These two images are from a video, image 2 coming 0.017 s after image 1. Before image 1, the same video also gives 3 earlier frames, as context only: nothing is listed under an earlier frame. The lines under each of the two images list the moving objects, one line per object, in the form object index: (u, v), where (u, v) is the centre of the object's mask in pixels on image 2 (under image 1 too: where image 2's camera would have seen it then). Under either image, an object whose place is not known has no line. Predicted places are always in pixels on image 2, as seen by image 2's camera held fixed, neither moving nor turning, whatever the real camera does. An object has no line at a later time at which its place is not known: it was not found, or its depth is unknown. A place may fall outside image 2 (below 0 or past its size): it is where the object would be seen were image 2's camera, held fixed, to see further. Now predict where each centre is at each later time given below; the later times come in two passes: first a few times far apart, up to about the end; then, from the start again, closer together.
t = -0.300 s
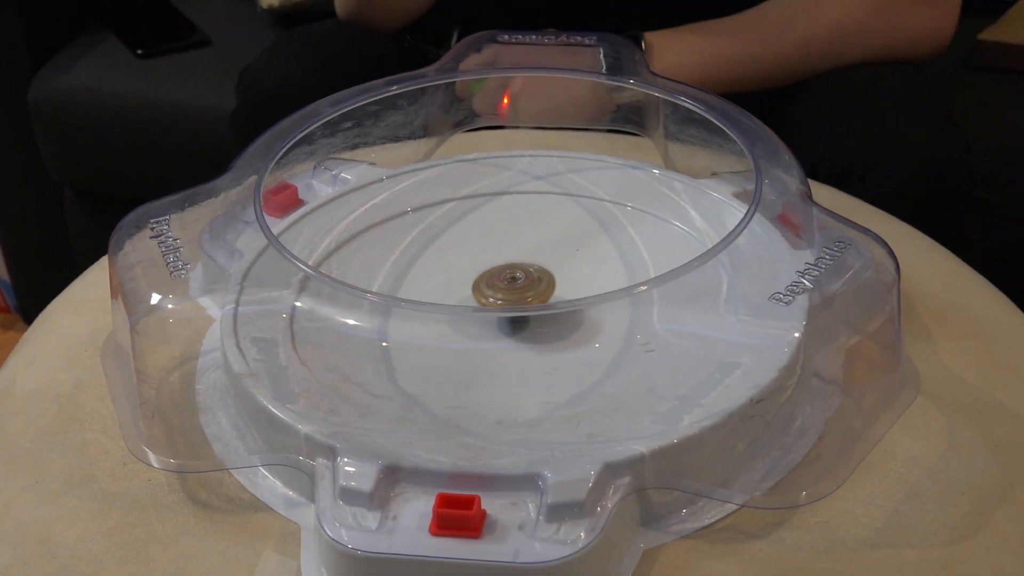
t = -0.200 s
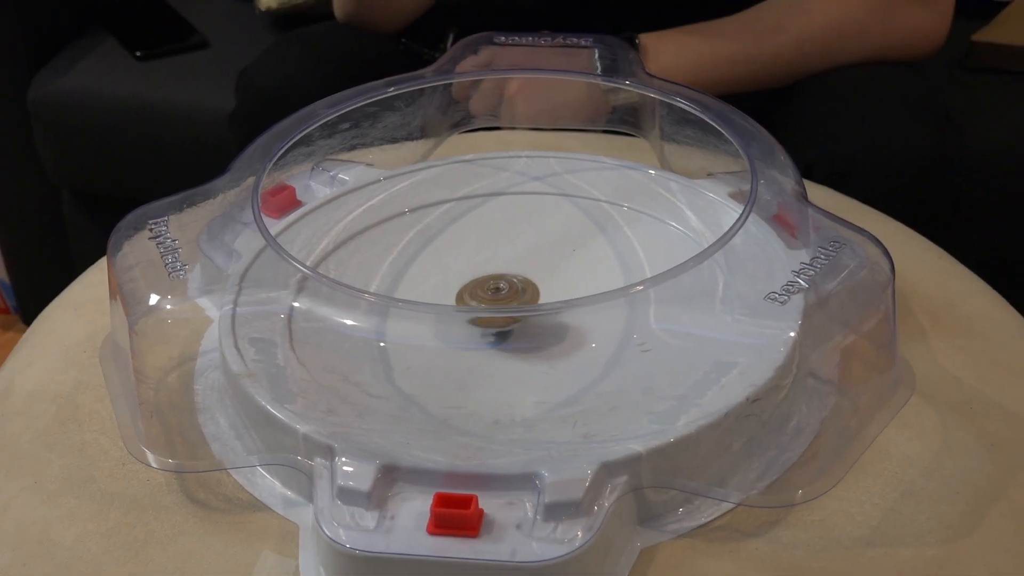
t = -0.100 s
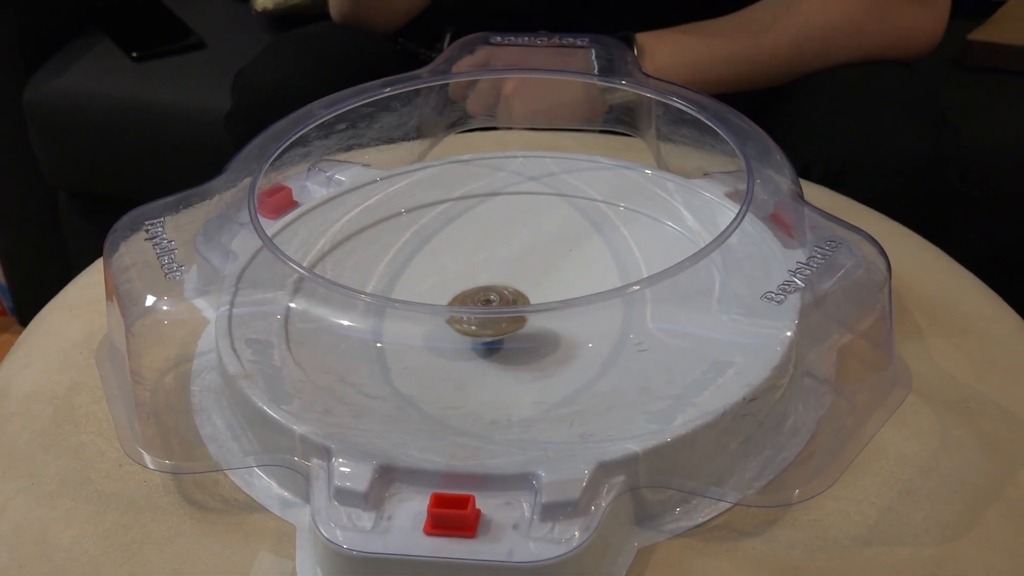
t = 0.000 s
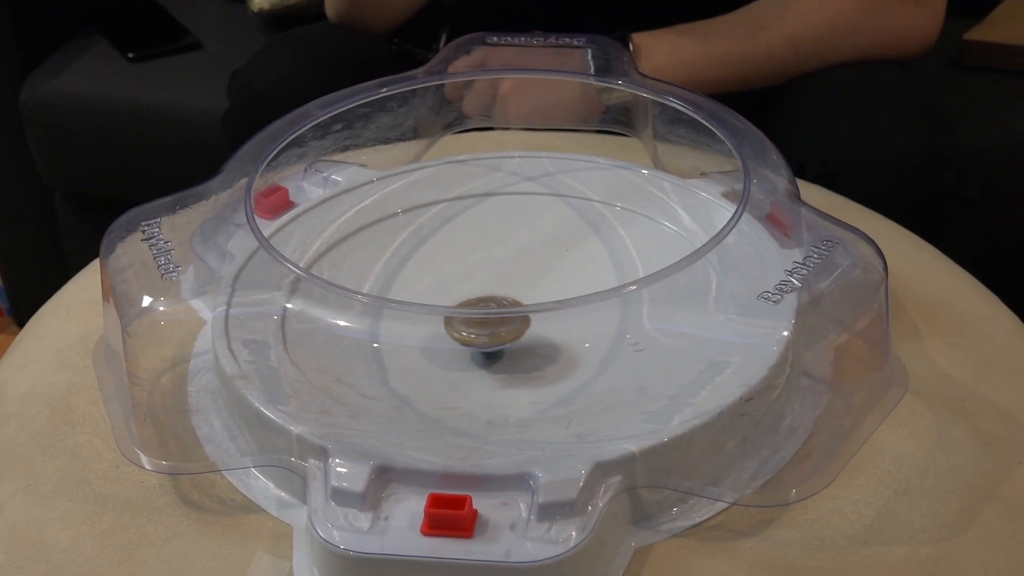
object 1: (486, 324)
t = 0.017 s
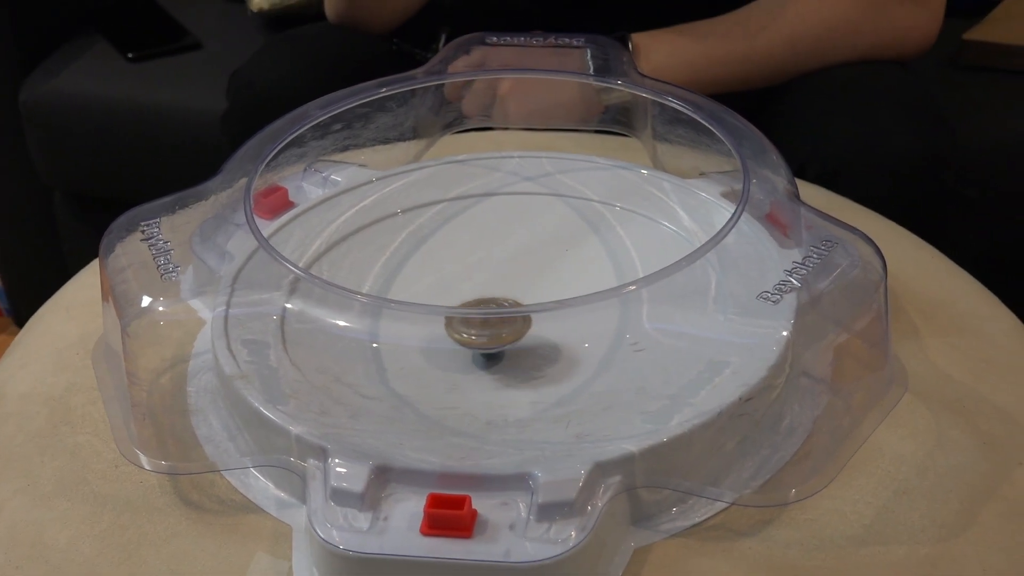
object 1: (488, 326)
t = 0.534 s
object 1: (530, 315)
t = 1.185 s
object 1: (451, 303)
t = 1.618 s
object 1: (493, 305)
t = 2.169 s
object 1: (509, 276)
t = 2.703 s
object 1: (509, 296)
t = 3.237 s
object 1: (533, 304)
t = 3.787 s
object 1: (500, 307)
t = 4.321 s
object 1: (478, 307)
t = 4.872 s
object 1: (493, 290)
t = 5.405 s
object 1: (503, 284)
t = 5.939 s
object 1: (517, 298)
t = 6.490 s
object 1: (520, 305)
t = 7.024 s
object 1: (492, 307)
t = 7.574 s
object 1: (482, 300)
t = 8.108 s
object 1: (499, 288)
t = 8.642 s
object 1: (517, 288)
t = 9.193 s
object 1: (514, 306)
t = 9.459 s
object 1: (505, 306)
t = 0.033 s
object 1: (489, 332)
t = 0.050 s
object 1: (490, 333)
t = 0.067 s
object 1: (492, 333)
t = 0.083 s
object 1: (494, 334)
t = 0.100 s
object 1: (496, 334)
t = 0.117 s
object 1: (499, 334)
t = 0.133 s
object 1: (501, 334)
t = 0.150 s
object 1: (503, 335)
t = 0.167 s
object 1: (506, 335)
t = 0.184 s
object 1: (508, 335)
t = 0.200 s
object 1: (510, 335)
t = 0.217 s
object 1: (513, 335)
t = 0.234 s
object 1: (516, 334)
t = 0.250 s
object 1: (518, 334)
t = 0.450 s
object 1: (533, 321)
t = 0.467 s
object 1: (533, 320)
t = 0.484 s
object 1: (532, 318)
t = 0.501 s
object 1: (531, 316)
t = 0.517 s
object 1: (531, 315)
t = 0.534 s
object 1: (530, 315)
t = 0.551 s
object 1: (528, 315)
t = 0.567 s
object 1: (525, 305)
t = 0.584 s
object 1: (525, 305)
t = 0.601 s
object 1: (523, 305)
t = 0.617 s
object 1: (521, 304)
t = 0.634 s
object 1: (519, 302)
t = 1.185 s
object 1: (451, 303)
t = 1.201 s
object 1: (452, 303)
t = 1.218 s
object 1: (452, 304)
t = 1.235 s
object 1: (452, 305)
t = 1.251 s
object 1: (453, 305)
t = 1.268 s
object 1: (453, 306)
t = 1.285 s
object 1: (455, 307)
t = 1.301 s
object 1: (455, 307)
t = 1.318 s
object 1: (456, 307)
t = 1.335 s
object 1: (458, 307)
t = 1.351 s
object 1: (459, 307)
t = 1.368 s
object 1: (461, 307)
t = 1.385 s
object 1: (465, 307)
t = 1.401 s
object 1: (465, 307)
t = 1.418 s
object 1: (467, 307)
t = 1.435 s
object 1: (469, 307)
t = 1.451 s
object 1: (472, 307)
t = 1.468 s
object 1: (474, 307)
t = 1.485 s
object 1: (477, 307)
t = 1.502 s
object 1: (479, 307)
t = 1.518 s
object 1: (481, 307)
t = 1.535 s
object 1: (483, 307)
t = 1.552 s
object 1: (485, 307)
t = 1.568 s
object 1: (487, 307)
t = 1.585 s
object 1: (489, 307)
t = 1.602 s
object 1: (491, 306)
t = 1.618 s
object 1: (493, 305)
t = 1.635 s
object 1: (495, 304)
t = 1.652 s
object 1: (497, 303)
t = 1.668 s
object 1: (498, 302)
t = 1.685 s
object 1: (500, 301)
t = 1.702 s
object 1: (501, 300)
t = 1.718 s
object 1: (503, 298)
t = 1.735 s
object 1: (504, 297)
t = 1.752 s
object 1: (505, 295)
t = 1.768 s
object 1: (506, 289)
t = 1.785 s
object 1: (507, 289)
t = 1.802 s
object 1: (508, 288)
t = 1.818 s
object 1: (509, 288)
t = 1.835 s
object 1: (510, 287)
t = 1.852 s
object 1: (511, 286)
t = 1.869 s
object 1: (511, 286)
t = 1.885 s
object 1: (512, 285)
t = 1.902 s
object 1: (512, 284)
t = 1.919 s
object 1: (512, 284)
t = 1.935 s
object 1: (513, 283)
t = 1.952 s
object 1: (513, 282)
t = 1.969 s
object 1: (513, 282)
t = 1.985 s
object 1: (513, 281)
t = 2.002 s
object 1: (513, 280)
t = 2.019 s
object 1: (513, 280)
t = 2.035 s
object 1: (512, 279)
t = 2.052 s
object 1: (512, 279)
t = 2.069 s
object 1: (512, 278)
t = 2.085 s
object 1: (511, 278)
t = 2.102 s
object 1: (511, 277)
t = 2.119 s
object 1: (510, 277)
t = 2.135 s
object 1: (510, 277)
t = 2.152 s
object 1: (509, 277)
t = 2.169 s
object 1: (509, 276)
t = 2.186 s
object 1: (508, 276)
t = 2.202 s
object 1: (508, 276)
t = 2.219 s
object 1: (507, 276)
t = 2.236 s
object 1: (507, 277)
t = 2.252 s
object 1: (506, 277)
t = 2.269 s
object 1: (506, 277)
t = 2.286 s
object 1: (505, 277)
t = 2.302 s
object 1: (505, 278)
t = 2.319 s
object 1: (504, 278)
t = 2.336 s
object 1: (504, 278)
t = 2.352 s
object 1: (503, 279)
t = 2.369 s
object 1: (503, 280)
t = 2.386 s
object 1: (503, 280)
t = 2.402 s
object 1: (502, 281)
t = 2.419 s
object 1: (502, 281)
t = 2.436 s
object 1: (502, 282)
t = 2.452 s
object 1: (502, 283)
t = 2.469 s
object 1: (502, 283)
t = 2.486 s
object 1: (502, 284)
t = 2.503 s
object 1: (502, 284)
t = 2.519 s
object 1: (502, 285)
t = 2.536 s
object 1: (502, 285)
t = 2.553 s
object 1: (502, 286)
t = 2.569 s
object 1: (503, 287)
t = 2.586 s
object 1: (503, 287)
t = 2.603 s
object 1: (504, 288)
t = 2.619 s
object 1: (504, 288)
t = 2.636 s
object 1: (505, 289)
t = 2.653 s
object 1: (506, 289)
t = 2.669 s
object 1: (506, 290)
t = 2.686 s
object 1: (507, 290)
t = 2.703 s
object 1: (509, 296)
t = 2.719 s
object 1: (509, 297)
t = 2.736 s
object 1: (510, 298)
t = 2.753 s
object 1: (512, 299)
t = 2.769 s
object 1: (513, 300)
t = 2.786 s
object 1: (514, 300)
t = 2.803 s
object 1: (515, 301)
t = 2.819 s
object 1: (516, 302)
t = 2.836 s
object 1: (517, 302)
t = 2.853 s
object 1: (517, 303)
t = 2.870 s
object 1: (518, 303)
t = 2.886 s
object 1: (519, 304)
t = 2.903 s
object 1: (520, 304)
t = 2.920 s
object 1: (521, 305)
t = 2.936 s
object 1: (522, 305)
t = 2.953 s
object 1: (523, 305)
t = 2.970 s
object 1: (524, 305)
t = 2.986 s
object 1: (525, 305)
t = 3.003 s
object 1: (526, 305)
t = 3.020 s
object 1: (527, 305)
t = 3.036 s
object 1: (528, 304)
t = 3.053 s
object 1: (528, 305)
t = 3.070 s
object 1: (530, 304)
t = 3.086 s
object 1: (530, 304)
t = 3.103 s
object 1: (530, 304)
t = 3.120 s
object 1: (530, 304)
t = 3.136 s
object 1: (530, 304)
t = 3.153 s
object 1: (533, 304)
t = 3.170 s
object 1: (533, 304)
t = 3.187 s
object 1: (533, 304)
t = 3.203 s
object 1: (533, 304)
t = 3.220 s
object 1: (533, 304)
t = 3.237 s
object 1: (533, 304)
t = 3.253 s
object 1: (533, 304)
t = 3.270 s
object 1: (533, 304)
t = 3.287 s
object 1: (533, 304)
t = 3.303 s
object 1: (532, 304)
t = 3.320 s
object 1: (530, 304)
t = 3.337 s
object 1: (532, 304)
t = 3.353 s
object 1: (531, 304)
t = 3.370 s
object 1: (531, 304)
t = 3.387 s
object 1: (530, 304)
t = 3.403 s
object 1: (528, 305)
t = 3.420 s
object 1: (528, 304)
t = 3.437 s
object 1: (528, 305)
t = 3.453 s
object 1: (527, 305)
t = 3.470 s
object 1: (525, 305)
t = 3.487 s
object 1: (525, 305)
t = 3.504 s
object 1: (524, 305)
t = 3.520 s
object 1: (523, 305)
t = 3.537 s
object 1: (522, 305)
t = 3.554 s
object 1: (521, 305)
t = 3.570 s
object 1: (519, 305)
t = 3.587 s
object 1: (518, 306)
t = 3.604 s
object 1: (517, 306)
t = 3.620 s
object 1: (516, 306)
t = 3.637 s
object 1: (514, 306)
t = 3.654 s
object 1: (513, 306)
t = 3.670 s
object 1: (511, 306)
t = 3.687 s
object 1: (509, 306)
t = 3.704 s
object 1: (508, 306)
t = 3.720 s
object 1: (507, 306)
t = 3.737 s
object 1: (505, 307)
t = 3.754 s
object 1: (504, 306)
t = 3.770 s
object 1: (502, 307)
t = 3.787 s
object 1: (500, 307)
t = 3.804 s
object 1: (499, 307)
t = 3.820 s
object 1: (497, 307)
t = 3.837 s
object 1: (496, 308)
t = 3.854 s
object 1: (495, 307)
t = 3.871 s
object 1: (493, 307)
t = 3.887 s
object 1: (491, 308)
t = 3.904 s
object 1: (491, 307)
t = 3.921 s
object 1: (490, 307)
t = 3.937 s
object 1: (489, 307)
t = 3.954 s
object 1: (487, 307)
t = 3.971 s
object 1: (487, 307)
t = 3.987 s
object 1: (485, 307)
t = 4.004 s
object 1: (484, 307)
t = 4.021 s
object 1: (484, 307)
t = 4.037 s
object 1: (482, 307)
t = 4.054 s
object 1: (481, 307)
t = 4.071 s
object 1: (481, 307)
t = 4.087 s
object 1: (481, 307)
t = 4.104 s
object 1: (480, 307)
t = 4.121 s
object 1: (480, 307)
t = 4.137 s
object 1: (481, 307)
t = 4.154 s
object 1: (480, 307)
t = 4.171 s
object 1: (478, 307)
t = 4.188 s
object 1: (478, 307)
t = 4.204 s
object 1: (478, 307)
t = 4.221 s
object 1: (478, 307)
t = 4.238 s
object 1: (478, 307)
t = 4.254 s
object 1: (478, 307)
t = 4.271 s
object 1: (477, 307)
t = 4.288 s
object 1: (478, 307)
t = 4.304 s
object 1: (477, 307)
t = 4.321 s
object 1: (478, 307)
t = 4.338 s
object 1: (478, 307)
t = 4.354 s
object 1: (478, 307)
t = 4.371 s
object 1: (478, 307)
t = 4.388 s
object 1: (479, 307)
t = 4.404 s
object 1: (479, 307)
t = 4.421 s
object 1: (479, 307)
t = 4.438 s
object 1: (480, 307)
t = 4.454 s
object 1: (480, 307)
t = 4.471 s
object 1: (481, 307)
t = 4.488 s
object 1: (481, 307)
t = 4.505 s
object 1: (482, 307)
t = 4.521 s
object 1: (482, 307)
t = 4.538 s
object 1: (483, 307)
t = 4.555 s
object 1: (483, 306)
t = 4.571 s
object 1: (484, 306)
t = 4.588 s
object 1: (484, 305)
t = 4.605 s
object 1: (485, 305)
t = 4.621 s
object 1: (485, 305)
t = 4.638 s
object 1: (486, 304)
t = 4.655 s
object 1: (487, 303)
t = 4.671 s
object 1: (488, 302)
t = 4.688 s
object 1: (488, 302)
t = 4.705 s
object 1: (489, 301)
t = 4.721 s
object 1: (489, 300)
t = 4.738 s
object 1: (490, 300)
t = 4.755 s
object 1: (490, 299)
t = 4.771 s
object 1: (490, 298)
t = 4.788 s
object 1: (491, 297)
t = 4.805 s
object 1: (491, 297)
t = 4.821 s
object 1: (492, 296)
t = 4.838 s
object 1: (492, 290)
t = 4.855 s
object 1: (493, 290)
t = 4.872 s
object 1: (493, 290)
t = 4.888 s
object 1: (494, 289)
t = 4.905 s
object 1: (494, 289)
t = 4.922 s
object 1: (494, 289)
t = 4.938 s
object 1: (495, 288)
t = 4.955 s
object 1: (495, 288)
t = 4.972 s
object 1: (495, 288)
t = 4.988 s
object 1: (496, 288)
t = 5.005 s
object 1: (496, 287)
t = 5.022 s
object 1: (497, 287)
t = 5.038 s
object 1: (497, 287)
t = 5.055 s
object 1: (498, 286)
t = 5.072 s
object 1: (498, 286)
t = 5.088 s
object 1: (498, 286)
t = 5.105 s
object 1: (498, 285)
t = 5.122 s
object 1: (498, 285)
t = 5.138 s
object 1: (499, 285)
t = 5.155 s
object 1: (499, 285)
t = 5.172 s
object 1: (500, 285)
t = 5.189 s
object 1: (500, 285)
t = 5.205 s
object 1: (500, 284)
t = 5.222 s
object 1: (501, 284)
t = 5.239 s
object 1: (501, 284)
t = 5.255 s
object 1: (501, 284)
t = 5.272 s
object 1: (501, 284)
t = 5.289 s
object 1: (501, 284)
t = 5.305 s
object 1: (501, 284)
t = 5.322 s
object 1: (502, 284)
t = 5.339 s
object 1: (502, 284)
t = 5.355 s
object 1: (503, 284)
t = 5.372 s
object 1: (503, 284)
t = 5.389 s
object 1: (503, 284)
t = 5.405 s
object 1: (503, 284)
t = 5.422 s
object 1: (503, 284)
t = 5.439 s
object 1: (504, 284)
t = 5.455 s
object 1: (504, 284)
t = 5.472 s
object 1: (505, 285)
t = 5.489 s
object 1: (505, 285)
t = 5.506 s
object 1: (506, 285)
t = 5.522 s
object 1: (506, 285)
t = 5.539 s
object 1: (506, 285)
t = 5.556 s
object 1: (506, 285)
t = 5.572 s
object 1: (506, 285)
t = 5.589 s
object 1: (507, 286)
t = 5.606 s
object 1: (507, 286)
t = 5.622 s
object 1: (508, 286)
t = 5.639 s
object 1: (509, 286)
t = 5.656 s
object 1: (509, 287)
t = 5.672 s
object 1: (509, 287)
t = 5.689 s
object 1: (509, 287)
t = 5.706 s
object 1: (510, 287)
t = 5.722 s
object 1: (510, 288)
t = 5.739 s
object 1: (511, 288)
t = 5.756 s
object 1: (511, 288)
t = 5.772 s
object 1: (512, 288)
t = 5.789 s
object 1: (513, 289)
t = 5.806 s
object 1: (513, 289)
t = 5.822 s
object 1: (513, 289)
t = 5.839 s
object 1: (514, 289)
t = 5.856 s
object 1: (514, 295)
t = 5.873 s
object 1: (515, 296)
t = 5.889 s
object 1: (516, 296)
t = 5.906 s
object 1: (517, 297)
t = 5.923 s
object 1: (517, 298)
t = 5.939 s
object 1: (517, 298)
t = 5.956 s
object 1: (518, 299)
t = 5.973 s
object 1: (518, 300)
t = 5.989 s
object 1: (518, 300)
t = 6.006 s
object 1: (519, 300)
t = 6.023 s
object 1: (520, 301)
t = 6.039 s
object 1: (520, 301)
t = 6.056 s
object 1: (520, 302)
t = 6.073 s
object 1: (521, 302)
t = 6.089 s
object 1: (521, 303)
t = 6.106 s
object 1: (521, 304)
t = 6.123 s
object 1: (522, 304)
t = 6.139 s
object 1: (522, 305)
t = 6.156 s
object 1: (522, 305)
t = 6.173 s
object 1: (523, 305)
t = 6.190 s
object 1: (523, 306)
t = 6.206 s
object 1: (523, 306)
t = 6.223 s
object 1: (523, 306)
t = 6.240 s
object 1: (523, 306)
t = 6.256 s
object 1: (523, 306)
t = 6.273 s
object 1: (523, 306)
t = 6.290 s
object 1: (522, 306)
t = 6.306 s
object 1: (522, 306)
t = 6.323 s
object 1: (522, 306)
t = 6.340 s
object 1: (522, 306)
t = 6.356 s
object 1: (522, 306)
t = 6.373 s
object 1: (522, 306)
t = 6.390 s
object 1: (522, 306)
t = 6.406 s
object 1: (522, 306)
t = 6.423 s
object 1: (521, 305)
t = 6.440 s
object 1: (521, 305)
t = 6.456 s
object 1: (521, 305)
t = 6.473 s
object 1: (520, 305)
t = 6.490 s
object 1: (520, 305)
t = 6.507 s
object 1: (520, 305)
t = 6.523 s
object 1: (519, 305)
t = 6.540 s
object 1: (518, 305)
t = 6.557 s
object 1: (517, 305)
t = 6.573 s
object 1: (516, 306)
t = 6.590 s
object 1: (514, 306)
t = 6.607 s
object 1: (515, 305)
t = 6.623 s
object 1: (515, 305)
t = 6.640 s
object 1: (514, 306)
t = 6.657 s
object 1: (513, 306)
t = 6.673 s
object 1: (512, 306)
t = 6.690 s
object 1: (511, 306)
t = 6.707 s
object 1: (511, 306)
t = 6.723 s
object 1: (510, 306)
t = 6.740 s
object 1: (508, 306)
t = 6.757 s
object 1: (507, 306)
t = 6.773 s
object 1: (506, 307)
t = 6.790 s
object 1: (506, 307)
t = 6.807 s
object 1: (505, 306)
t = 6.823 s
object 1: (504, 306)
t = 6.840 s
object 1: (503, 306)
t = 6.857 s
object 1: (501, 307)
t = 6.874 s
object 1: (500, 307)
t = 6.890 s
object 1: (499, 307)
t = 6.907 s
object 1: (499, 307)
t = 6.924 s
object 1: (498, 307)
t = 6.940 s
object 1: (497, 307)
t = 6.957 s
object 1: (496, 307)
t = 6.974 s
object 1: (495, 307)
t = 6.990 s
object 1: (494, 307)
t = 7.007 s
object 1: (493, 307)
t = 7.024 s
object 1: (492, 307)
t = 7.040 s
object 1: (492, 307)
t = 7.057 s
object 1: (490, 307)
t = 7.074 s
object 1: (490, 307)
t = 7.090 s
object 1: (490, 307)
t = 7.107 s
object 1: (489, 307)
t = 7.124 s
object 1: (489, 307)
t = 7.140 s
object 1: (488, 307)
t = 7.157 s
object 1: (488, 307)
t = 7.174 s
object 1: (487, 307)
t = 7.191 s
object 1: (487, 307)
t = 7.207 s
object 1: (487, 306)
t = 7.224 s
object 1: (486, 306)
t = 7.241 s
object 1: (485, 306)
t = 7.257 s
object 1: (485, 305)
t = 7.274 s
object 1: (484, 305)
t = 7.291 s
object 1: (484, 305)
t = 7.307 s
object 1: (484, 304)
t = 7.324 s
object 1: (483, 304)
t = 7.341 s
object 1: (483, 304)
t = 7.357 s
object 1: (483, 304)
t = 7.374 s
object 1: (483, 304)
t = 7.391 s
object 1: (483, 304)
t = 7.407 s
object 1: (482, 303)
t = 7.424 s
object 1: (482, 303)
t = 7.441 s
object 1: (482, 302)
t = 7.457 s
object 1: (482, 302)
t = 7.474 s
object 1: (482, 302)
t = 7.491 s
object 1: (482, 302)
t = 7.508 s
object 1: (482, 301)
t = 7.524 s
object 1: (482, 301)
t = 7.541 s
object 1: (482, 301)
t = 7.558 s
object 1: (482, 300)
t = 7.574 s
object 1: (482, 300)
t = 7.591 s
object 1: (482, 300)
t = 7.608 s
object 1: (482, 299)
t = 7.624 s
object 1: (483, 299)
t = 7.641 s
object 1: (483, 299)
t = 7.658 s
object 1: (483, 298)
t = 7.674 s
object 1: (484, 298)
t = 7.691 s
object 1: (484, 298)
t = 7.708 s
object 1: (484, 297)
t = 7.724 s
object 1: (485, 291)
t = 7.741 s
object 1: (485, 291)
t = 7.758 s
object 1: (486, 296)
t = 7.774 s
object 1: (486, 296)
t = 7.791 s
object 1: (486, 290)
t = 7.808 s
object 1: (487, 290)
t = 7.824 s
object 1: (488, 290)
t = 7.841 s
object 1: (489, 290)
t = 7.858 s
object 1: (489, 290)
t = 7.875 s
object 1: (489, 290)
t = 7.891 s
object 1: (490, 290)
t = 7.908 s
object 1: (491, 289)
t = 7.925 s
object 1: (492, 289)
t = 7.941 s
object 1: (492, 289)
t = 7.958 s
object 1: (492, 289)
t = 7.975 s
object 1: (494, 289)
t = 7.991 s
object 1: (495, 289)
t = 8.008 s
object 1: (495, 289)
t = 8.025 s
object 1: (496, 288)
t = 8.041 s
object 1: (496, 288)
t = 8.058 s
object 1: (497, 288)
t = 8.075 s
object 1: (498, 288)
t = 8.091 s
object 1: (499, 288)
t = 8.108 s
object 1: (499, 288)
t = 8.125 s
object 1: (500, 288)
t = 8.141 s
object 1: (501, 288)
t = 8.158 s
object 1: (502, 288)
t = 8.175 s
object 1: (503, 287)
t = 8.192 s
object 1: (503, 287)
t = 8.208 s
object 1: (504, 287)
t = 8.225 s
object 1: (505, 287)
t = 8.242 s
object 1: (506, 287)
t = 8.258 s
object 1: (506, 287)
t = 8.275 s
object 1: (506, 287)
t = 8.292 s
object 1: (507, 287)
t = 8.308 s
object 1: (508, 287)
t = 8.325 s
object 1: (509, 287)
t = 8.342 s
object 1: (509, 287)
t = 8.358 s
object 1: (510, 287)
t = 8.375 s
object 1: (511, 287)
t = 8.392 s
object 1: (512, 287)
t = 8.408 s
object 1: (512, 287)
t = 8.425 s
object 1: (512, 287)
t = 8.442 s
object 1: (513, 287)
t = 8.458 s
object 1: (514, 287)
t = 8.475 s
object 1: (514, 287)
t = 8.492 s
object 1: (514, 287)
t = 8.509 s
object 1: (514, 287)
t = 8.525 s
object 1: (515, 287)
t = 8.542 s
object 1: (515, 287)
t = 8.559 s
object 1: (516, 287)
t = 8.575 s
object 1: (516, 288)
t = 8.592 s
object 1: (516, 288)
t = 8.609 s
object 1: (517, 288)
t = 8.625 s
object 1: (517, 288)
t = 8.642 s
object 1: (517, 288)
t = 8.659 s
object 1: (517, 288)
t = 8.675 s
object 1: (517, 288)
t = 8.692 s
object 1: (518, 289)
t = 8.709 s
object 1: (518, 289)
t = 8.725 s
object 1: (518, 289)
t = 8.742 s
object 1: (518, 289)
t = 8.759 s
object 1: (518, 289)
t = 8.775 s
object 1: (519, 295)
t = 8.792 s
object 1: (518, 295)
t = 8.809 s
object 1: (518, 296)
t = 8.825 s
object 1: (518, 296)
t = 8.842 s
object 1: (519, 297)
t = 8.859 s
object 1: (519, 297)
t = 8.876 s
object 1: (518, 298)
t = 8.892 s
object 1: (518, 298)
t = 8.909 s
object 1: (518, 298)
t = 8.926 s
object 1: (518, 299)
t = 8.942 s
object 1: (518, 299)
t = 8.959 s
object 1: (517, 300)
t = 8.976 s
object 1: (517, 301)
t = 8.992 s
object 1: (517, 301)
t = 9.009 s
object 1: (517, 301)
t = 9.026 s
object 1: (517, 301)
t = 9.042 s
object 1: (516, 302)
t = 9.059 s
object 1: (516, 303)
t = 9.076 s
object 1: (516, 303)
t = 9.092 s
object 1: (515, 303)
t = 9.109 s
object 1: (515, 304)
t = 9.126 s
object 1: (515, 305)
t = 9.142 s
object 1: (515, 305)
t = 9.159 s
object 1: (514, 306)
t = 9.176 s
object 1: (514, 306)
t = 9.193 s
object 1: (514, 306)
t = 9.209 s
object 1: (513, 306)
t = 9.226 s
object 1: (512, 306)
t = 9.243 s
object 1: (512, 306)
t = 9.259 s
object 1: (511, 307)
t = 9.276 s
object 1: (512, 306)
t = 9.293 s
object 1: (511, 306)
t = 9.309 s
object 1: (510, 306)
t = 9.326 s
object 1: (510, 306)
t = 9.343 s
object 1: (510, 306)
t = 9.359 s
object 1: (509, 306)
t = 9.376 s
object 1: (507, 307)
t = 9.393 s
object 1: (508, 306)
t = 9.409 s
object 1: (507, 306)
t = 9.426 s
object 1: (507, 306)
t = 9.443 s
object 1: (506, 307)
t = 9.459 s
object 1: (505, 306)
